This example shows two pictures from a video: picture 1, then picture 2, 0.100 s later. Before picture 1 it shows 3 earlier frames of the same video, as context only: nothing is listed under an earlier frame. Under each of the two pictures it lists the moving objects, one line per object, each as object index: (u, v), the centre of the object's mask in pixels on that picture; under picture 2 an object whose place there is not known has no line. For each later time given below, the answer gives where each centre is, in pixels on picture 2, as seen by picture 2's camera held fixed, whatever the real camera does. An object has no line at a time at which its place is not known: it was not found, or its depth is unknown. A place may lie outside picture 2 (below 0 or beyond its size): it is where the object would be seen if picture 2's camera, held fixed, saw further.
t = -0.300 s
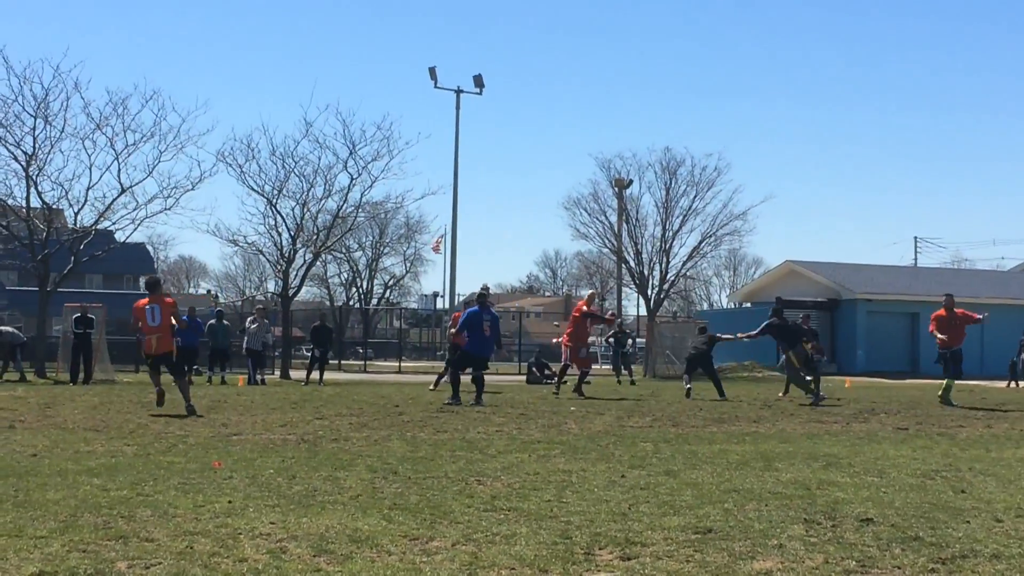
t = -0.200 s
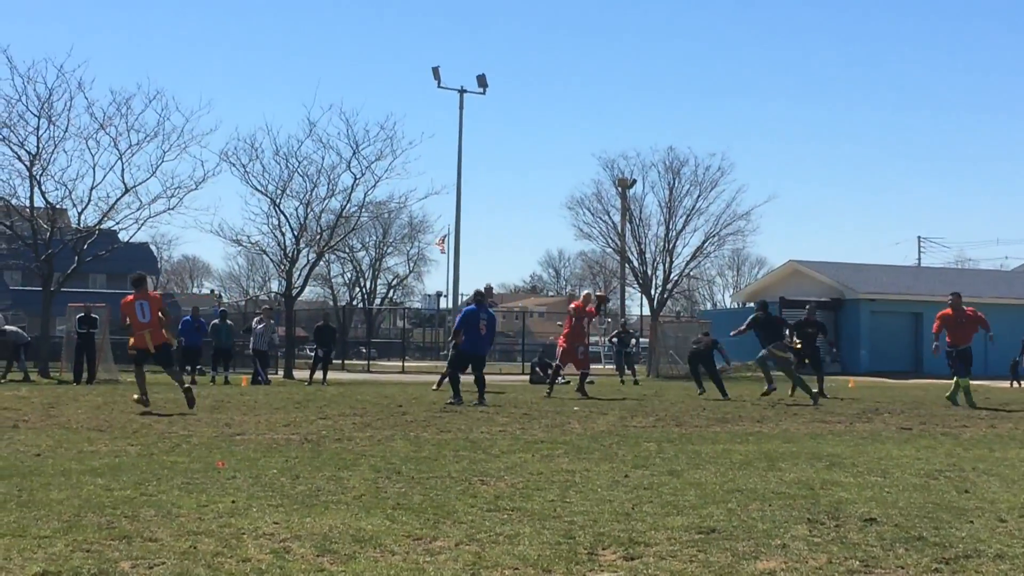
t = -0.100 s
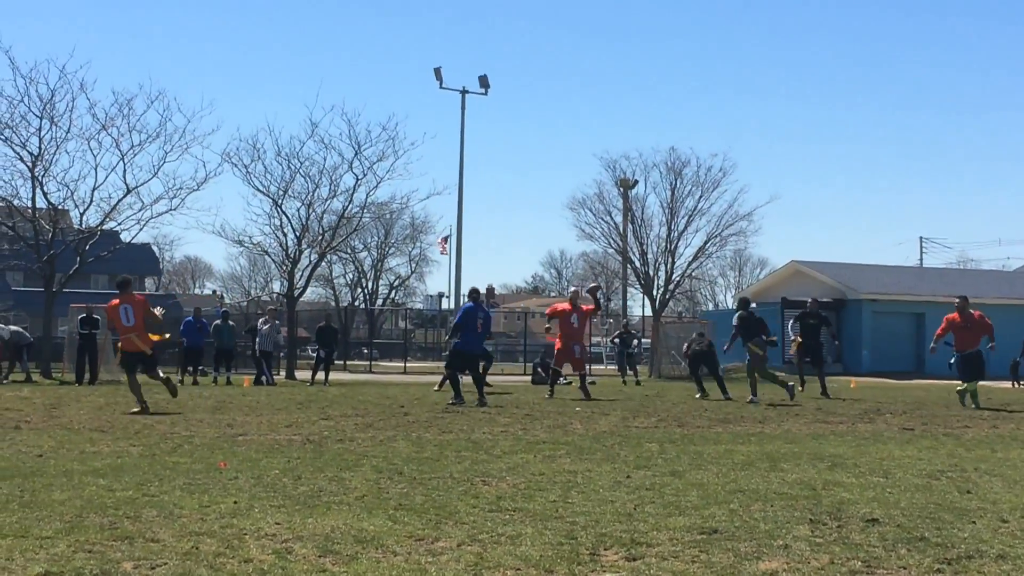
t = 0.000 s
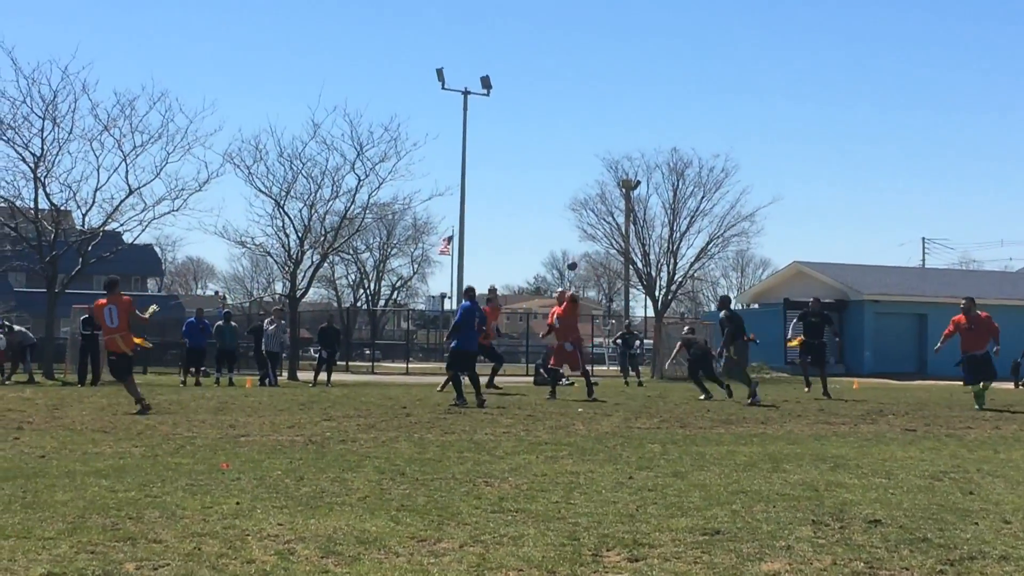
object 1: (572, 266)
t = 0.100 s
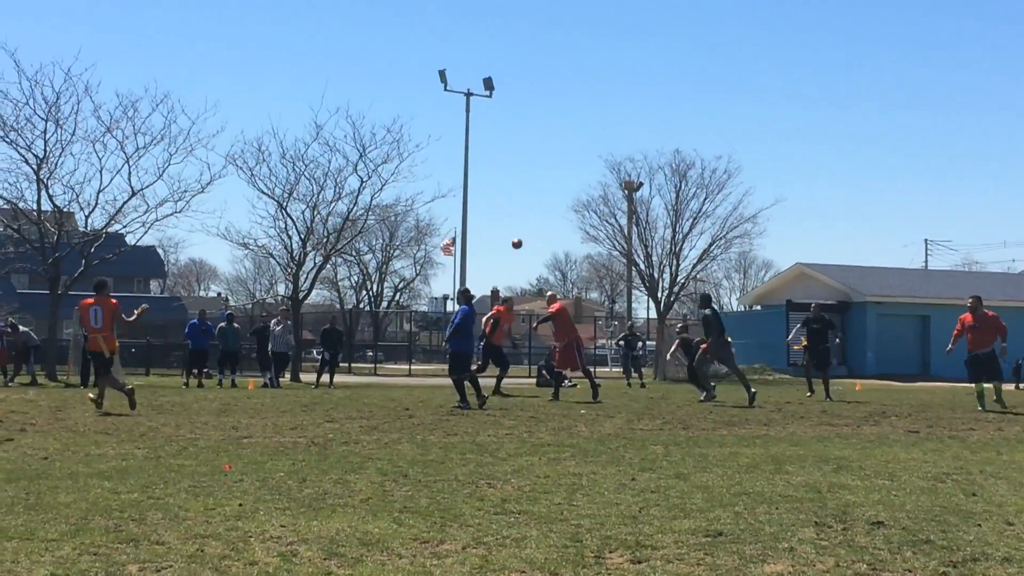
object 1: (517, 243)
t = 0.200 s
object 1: (454, 224)
